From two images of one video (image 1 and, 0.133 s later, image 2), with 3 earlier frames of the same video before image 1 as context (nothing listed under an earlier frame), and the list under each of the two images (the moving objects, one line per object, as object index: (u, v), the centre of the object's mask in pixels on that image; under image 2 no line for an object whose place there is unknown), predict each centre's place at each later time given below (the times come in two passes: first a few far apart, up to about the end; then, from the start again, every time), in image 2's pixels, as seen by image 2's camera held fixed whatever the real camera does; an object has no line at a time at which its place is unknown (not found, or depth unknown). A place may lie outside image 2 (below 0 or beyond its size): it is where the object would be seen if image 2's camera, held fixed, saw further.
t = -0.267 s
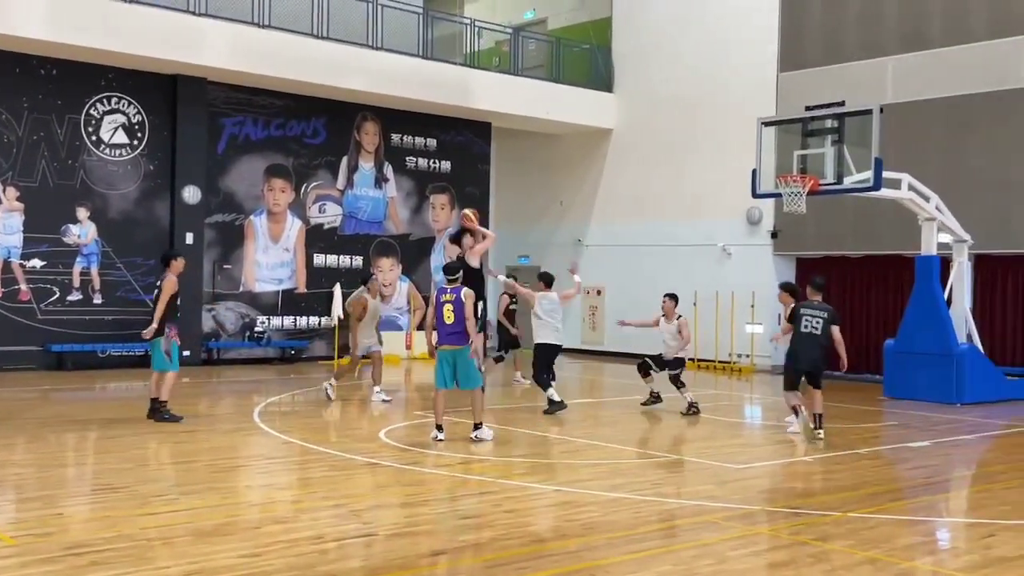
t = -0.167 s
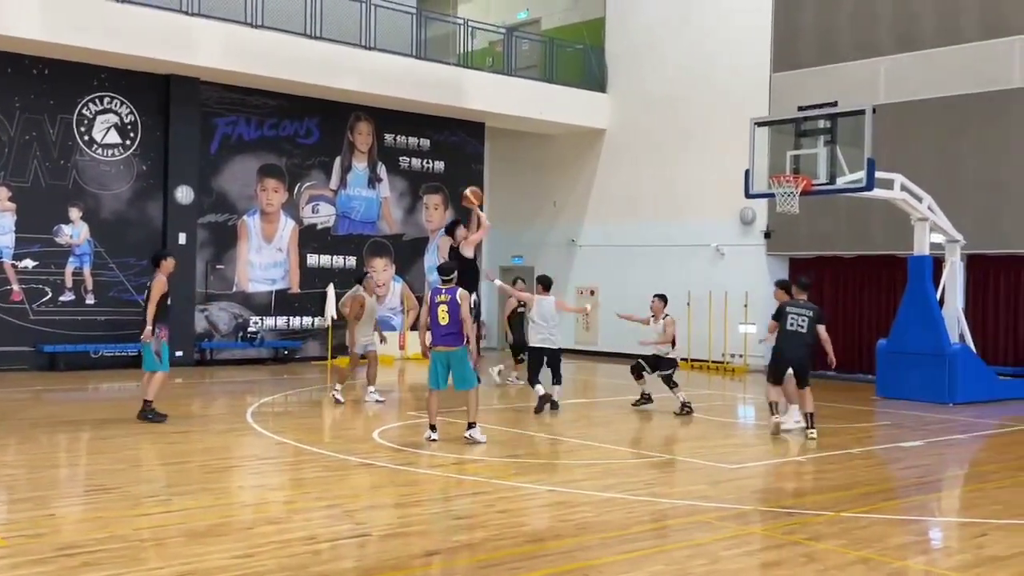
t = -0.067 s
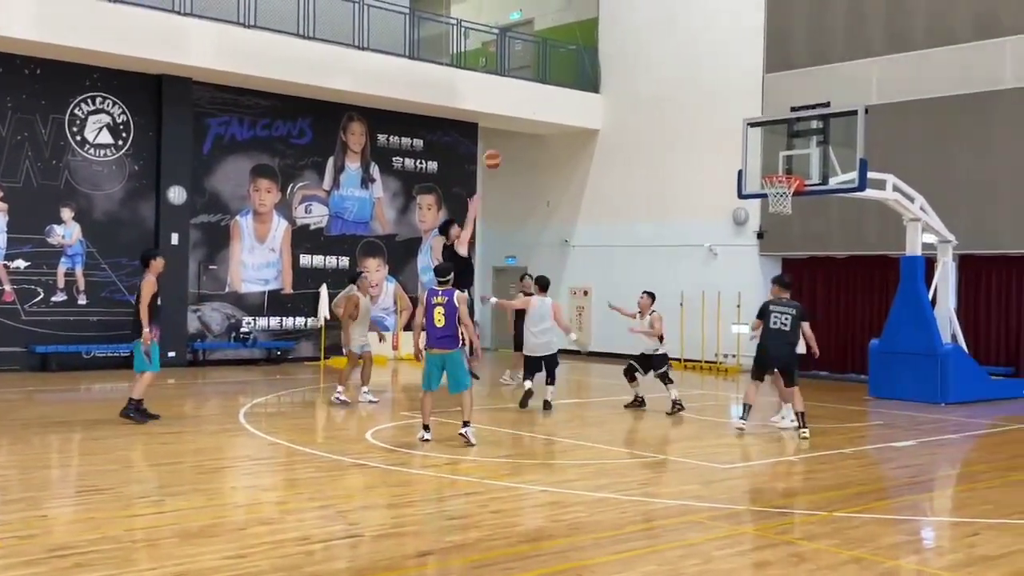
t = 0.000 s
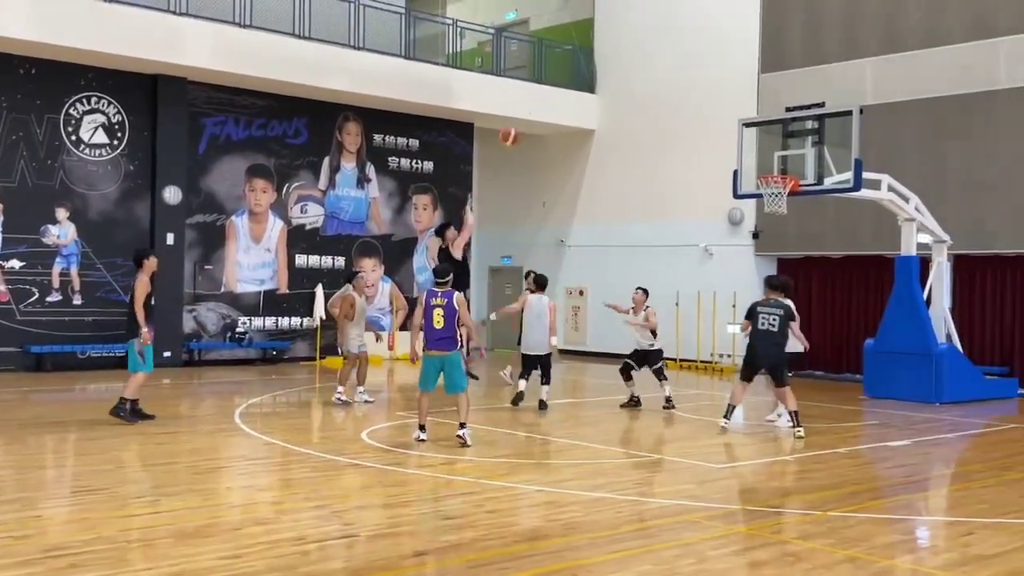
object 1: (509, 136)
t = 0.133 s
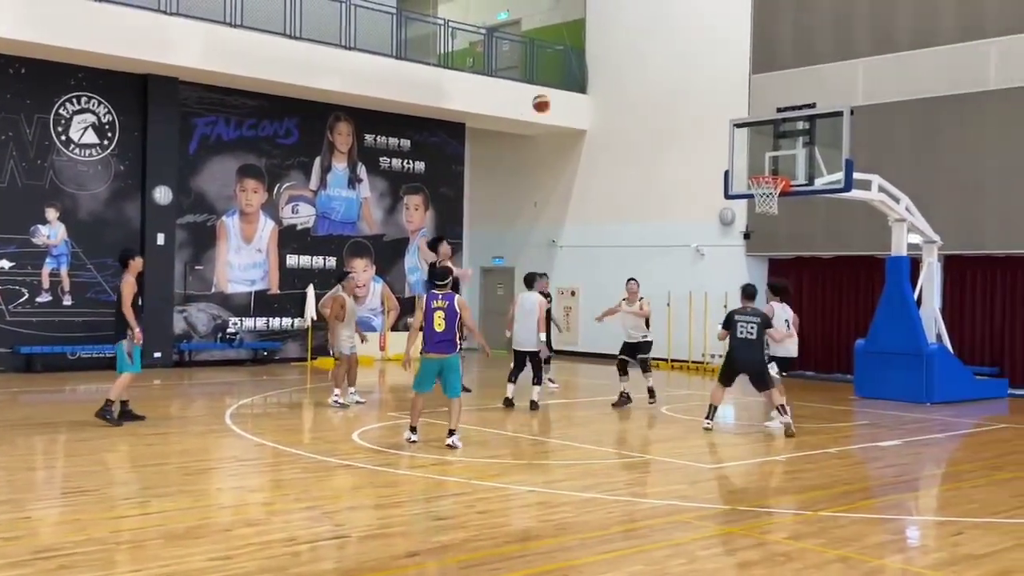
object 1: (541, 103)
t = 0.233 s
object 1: (572, 86)
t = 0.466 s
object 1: (640, 77)
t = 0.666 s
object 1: (698, 101)
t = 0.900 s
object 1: (764, 164)
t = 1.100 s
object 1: (753, 220)
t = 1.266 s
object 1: (734, 266)
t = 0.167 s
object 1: (551, 97)
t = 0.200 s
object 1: (562, 91)
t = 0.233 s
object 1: (572, 86)
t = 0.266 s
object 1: (581, 83)
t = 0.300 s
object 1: (591, 80)
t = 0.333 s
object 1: (601, 77)
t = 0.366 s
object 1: (611, 76)
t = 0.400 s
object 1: (621, 75)
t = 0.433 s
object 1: (630, 75)
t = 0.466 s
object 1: (640, 77)
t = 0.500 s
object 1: (650, 78)
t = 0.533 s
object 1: (659, 81)
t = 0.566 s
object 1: (669, 84)
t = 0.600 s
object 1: (679, 89)
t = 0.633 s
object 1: (688, 94)
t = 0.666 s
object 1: (698, 101)
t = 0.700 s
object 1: (707, 107)
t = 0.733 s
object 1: (717, 114)
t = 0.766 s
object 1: (727, 122)
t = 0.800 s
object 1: (736, 131)
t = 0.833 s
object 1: (745, 142)
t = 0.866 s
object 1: (754, 152)
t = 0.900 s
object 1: (764, 164)
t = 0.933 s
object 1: (775, 173)
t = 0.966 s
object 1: (774, 184)
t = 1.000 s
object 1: (770, 190)
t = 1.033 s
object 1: (763, 204)
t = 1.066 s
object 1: (758, 211)
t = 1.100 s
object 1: (753, 220)
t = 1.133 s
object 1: (750, 227)
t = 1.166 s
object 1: (746, 235)
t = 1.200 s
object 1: (742, 243)
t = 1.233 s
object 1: (738, 255)
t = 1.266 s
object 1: (734, 266)
